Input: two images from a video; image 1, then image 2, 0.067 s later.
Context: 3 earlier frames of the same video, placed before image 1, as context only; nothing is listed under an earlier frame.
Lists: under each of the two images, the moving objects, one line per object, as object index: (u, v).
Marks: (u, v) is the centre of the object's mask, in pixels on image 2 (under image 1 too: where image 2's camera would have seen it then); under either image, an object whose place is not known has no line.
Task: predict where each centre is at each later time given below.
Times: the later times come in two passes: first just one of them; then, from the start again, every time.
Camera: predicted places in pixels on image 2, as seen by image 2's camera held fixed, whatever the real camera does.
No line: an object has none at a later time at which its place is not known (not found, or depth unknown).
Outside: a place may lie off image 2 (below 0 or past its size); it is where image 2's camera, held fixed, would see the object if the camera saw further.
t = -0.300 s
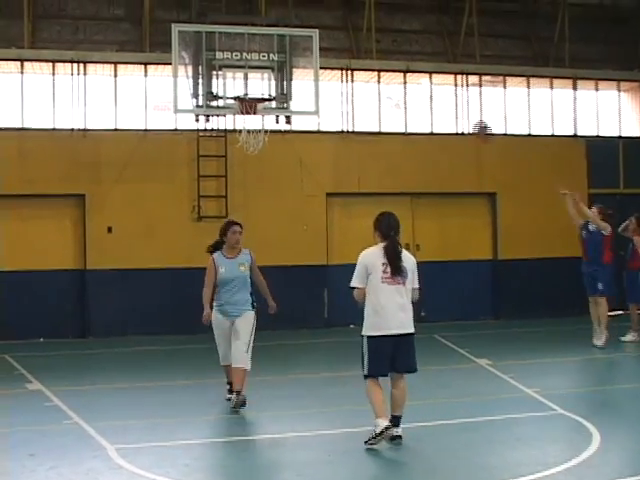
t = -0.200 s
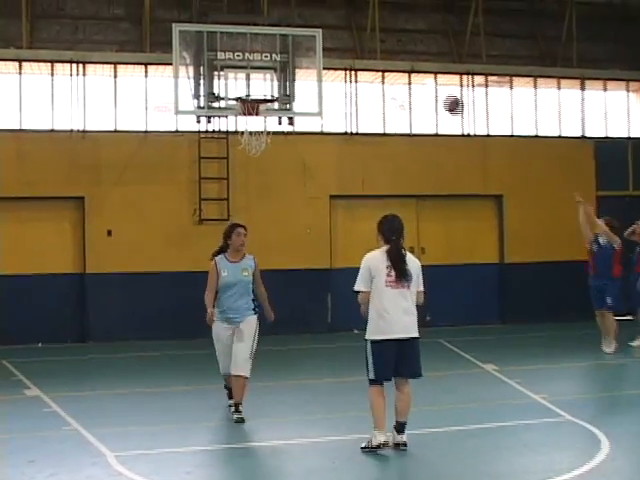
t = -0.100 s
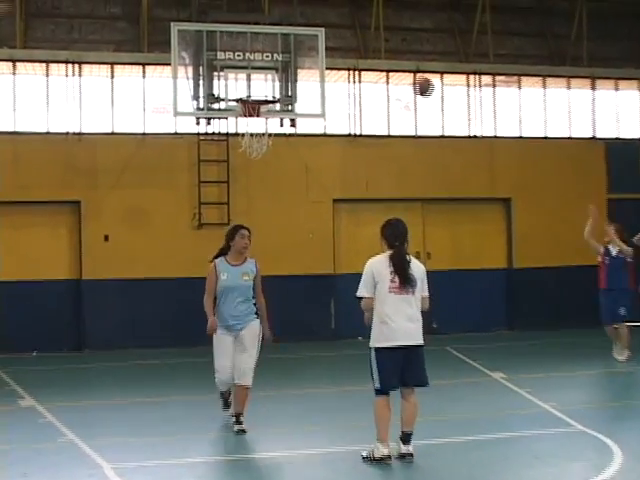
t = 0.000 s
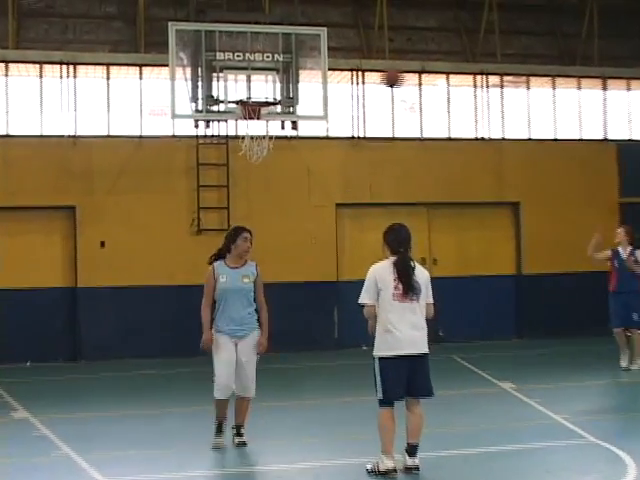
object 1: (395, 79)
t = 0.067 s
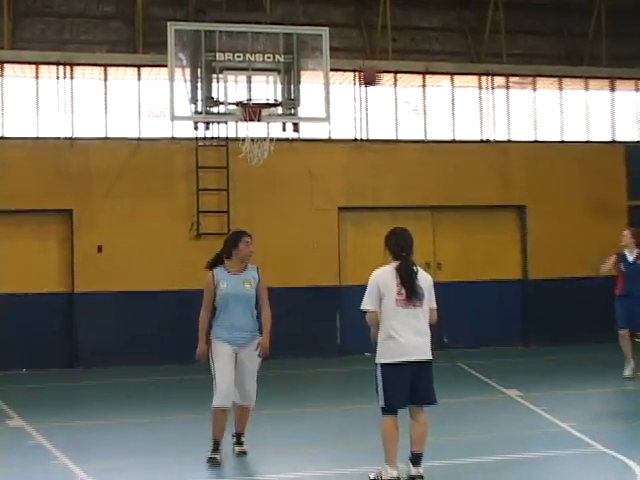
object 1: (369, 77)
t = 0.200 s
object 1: (319, 83)
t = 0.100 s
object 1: (356, 77)
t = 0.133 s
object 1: (343, 78)
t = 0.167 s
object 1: (331, 81)
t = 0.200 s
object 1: (319, 83)
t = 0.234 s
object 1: (307, 88)
